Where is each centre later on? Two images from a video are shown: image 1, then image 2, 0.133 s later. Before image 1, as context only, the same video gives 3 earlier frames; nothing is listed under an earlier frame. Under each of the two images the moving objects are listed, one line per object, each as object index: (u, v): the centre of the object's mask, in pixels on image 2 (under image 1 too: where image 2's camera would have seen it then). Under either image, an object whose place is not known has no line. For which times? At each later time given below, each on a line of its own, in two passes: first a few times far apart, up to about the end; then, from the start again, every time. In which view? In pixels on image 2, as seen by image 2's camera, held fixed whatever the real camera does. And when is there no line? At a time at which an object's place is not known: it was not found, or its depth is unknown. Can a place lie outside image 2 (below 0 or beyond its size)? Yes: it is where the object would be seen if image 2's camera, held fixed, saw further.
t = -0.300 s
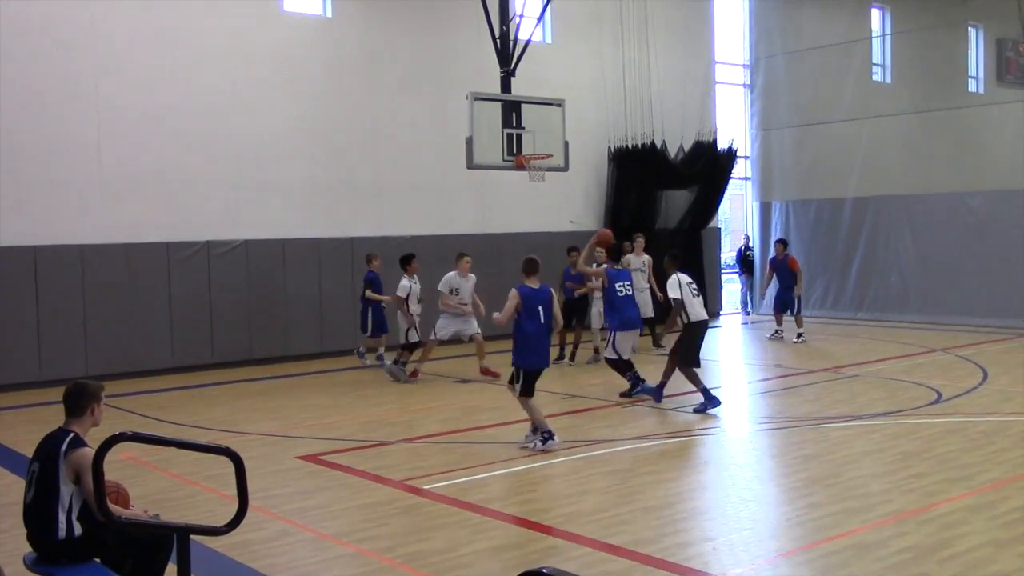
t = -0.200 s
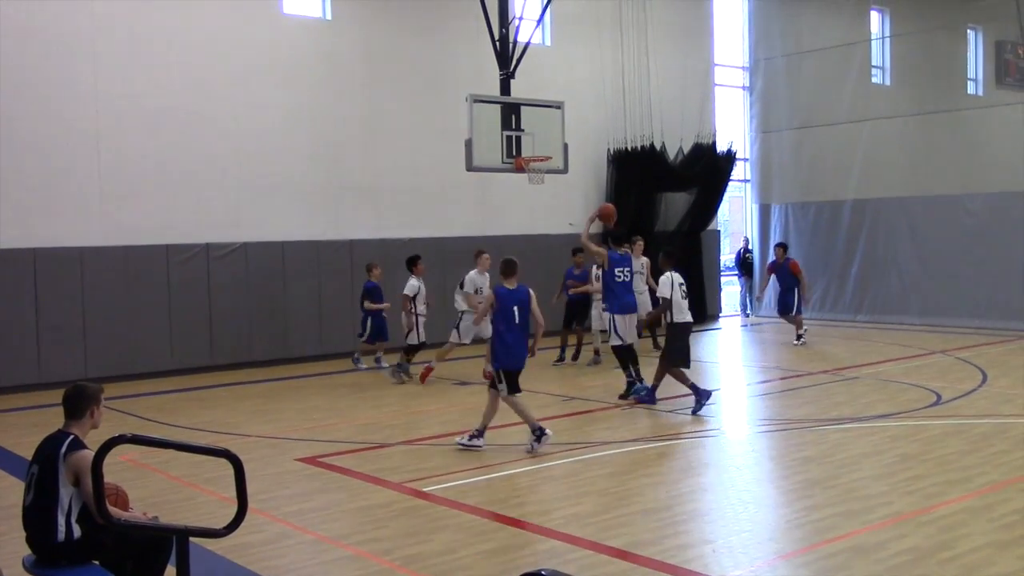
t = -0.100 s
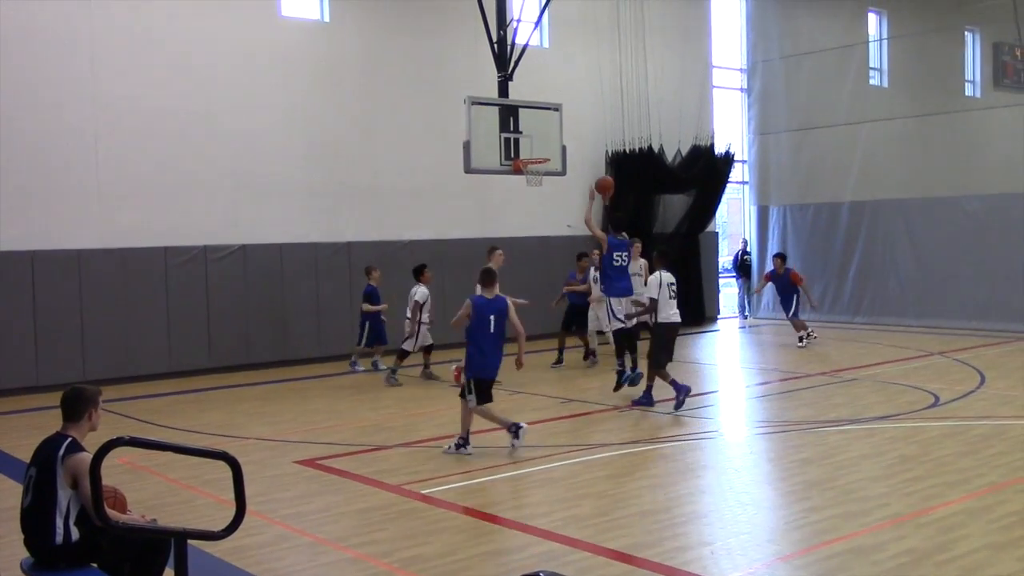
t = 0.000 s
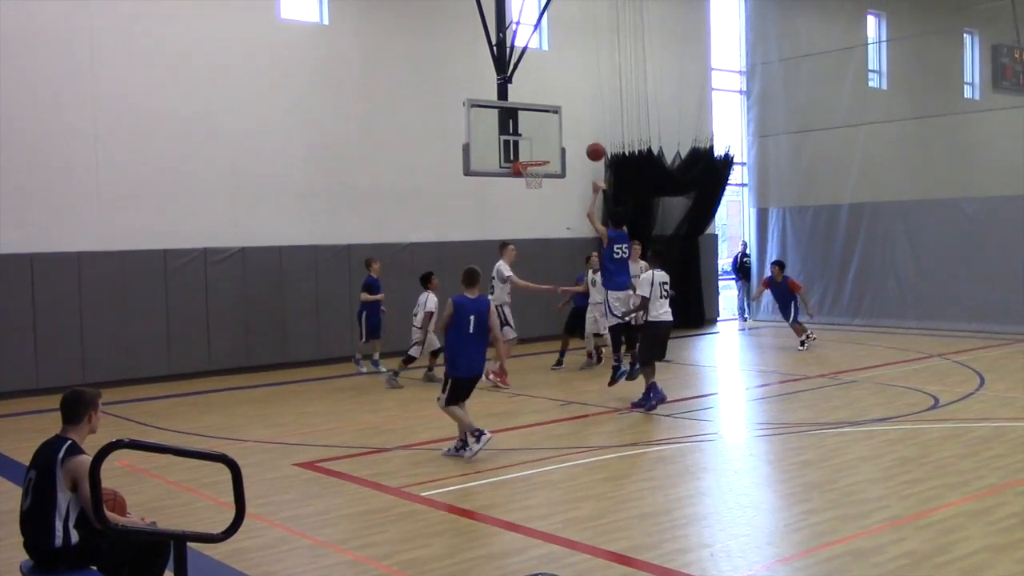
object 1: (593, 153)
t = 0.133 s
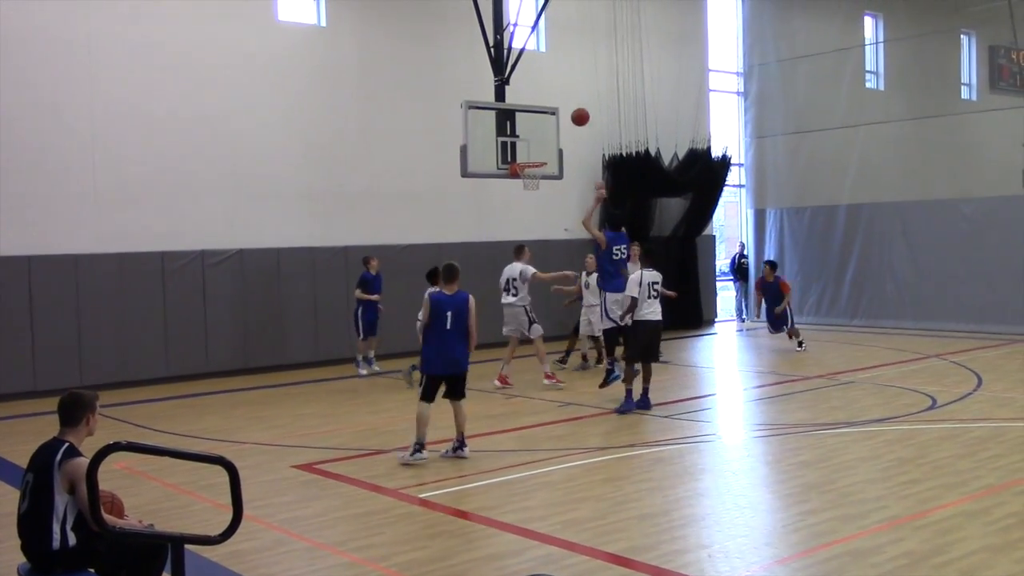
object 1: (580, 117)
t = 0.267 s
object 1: (568, 96)
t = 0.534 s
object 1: (548, 95)
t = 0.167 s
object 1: (577, 110)
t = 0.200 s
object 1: (574, 105)
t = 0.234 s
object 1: (571, 100)
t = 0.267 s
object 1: (568, 96)
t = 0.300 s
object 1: (565, 93)
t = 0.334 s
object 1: (563, 91)
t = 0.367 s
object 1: (560, 90)
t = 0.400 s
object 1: (558, 89)
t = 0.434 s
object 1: (555, 89)
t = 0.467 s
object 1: (553, 91)
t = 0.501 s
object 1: (551, 92)
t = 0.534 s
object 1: (548, 95)
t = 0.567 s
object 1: (546, 98)
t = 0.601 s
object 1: (544, 103)
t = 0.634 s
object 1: (542, 107)
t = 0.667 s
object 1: (540, 113)
